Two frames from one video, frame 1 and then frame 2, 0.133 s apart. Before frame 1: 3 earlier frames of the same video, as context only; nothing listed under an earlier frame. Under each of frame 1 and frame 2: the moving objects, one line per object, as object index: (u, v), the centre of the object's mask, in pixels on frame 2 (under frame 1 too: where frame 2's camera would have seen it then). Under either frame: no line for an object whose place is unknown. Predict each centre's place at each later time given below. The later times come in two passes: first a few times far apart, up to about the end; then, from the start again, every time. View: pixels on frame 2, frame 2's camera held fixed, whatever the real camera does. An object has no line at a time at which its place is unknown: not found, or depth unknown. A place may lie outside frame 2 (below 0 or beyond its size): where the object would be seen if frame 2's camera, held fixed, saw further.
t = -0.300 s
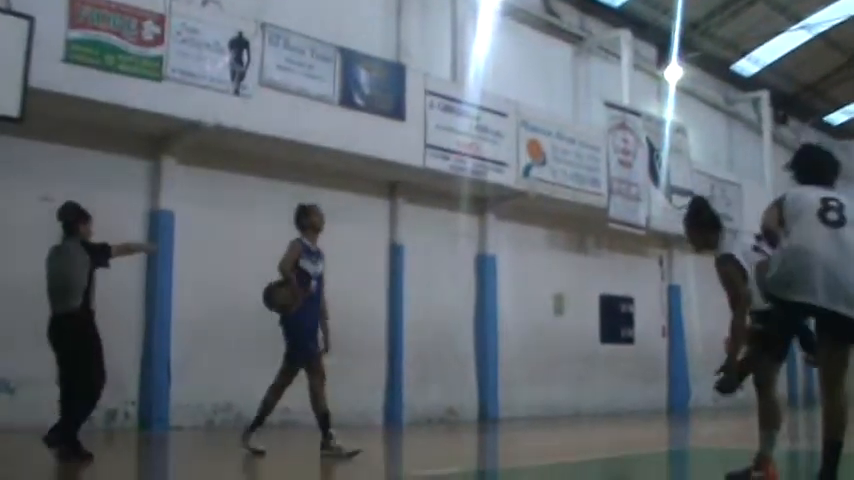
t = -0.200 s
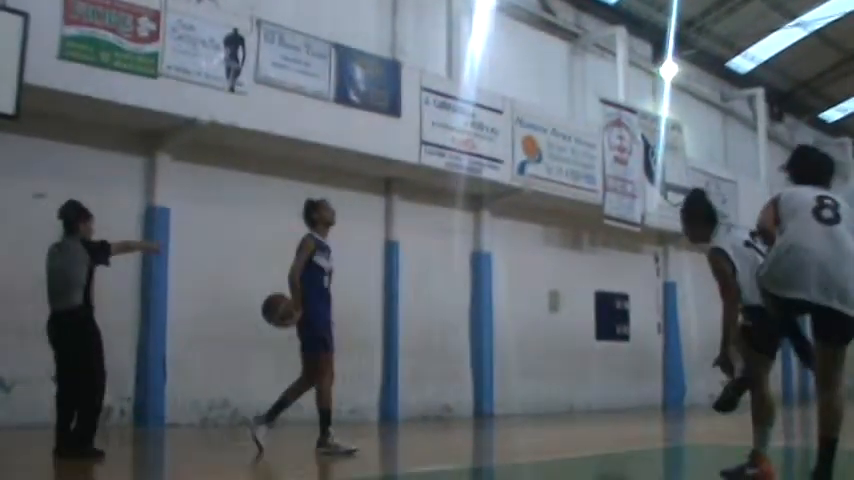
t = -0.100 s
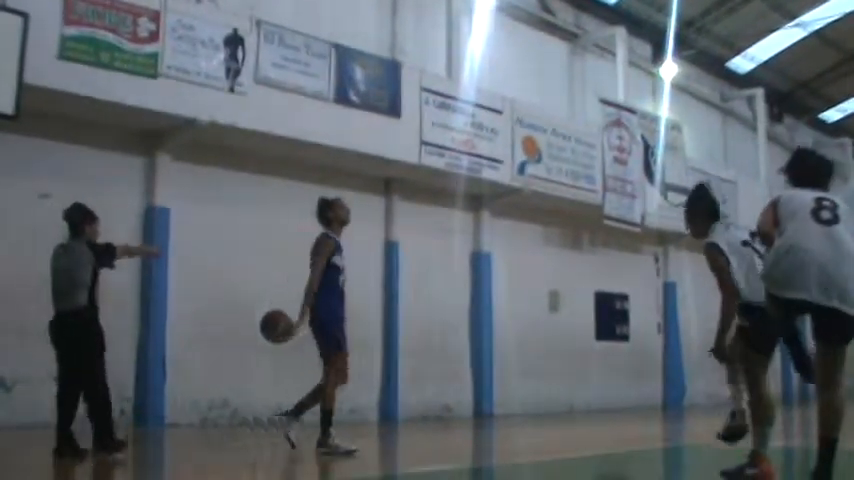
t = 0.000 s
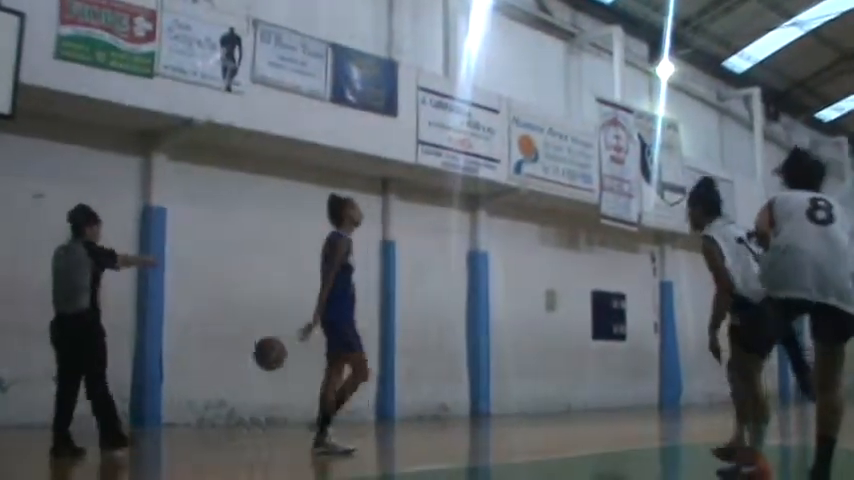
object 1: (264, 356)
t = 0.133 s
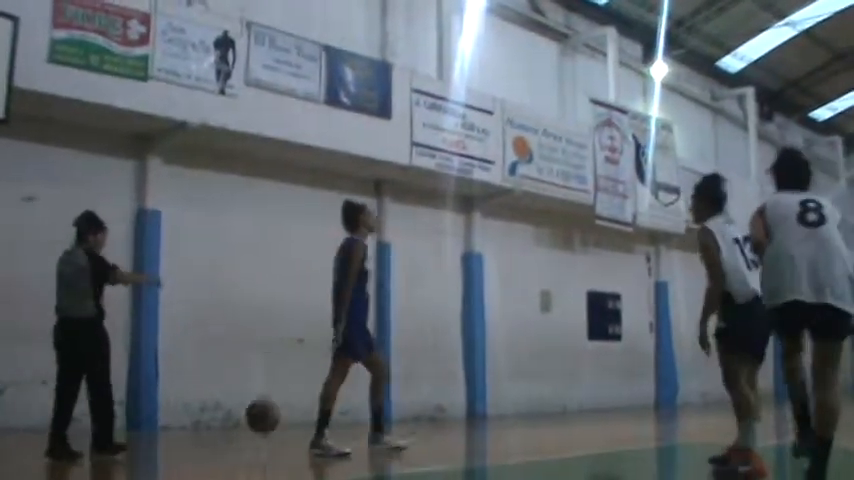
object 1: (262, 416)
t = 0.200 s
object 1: (260, 436)
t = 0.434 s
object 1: (254, 363)
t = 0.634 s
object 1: (249, 362)
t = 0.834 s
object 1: (243, 420)
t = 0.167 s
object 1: (260, 435)
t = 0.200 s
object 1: (260, 436)
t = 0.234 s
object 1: (260, 422)
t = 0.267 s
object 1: (258, 408)
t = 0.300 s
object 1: (257, 396)
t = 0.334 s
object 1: (256, 385)
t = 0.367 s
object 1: (256, 376)
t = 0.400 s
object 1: (255, 369)
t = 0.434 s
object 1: (254, 363)
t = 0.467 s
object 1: (253, 359)
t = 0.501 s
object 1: (253, 356)
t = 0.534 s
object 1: (252, 355)
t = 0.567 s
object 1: (251, 356)
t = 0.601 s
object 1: (250, 358)
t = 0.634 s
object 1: (249, 362)
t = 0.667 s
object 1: (248, 367)
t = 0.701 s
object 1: (247, 375)
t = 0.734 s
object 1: (247, 382)
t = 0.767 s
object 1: (245, 394)
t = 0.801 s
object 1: (244, 407)
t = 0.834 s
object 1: (243, 420)
